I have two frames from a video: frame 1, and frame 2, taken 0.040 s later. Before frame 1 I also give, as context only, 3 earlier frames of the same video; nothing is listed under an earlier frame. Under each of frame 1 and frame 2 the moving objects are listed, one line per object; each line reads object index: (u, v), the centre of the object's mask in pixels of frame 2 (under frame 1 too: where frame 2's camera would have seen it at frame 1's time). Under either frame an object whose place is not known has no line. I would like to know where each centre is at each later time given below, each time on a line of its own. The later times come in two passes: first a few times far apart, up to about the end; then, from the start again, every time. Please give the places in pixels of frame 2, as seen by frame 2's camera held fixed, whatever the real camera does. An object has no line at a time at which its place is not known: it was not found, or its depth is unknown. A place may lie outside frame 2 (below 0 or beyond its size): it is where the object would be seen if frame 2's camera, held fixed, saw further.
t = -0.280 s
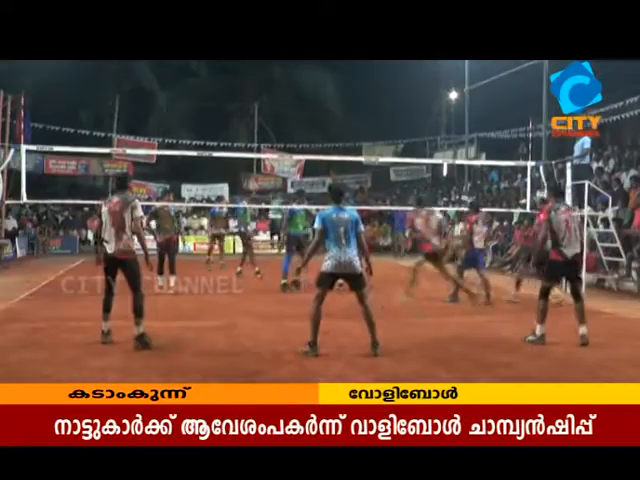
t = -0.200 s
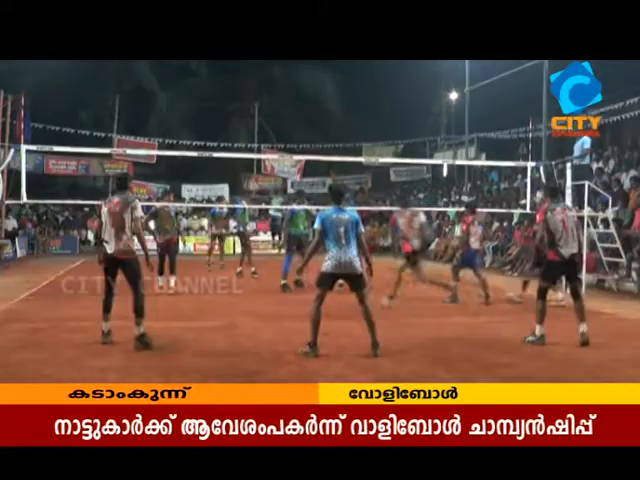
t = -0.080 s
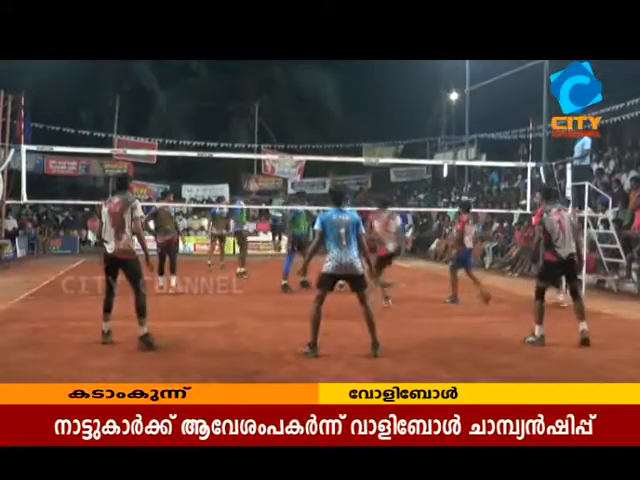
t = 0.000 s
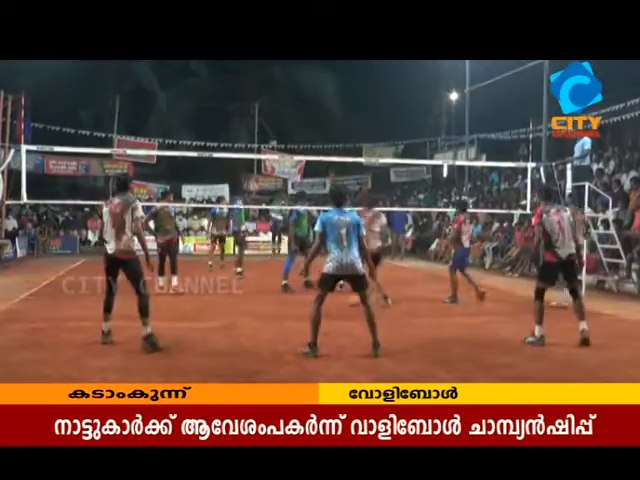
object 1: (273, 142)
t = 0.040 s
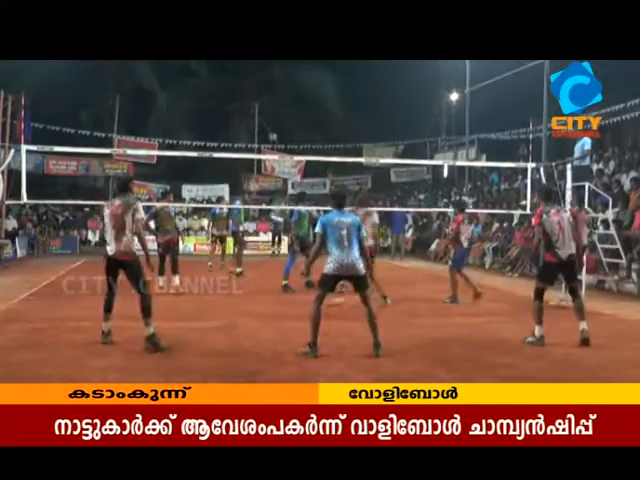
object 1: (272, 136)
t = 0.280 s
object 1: (272, 104)
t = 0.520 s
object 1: (274, 87)
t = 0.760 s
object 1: (282, 98)
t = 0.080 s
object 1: (272, 130)
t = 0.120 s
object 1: (272, 123)
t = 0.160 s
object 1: (272, 118)
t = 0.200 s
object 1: (272, 113)
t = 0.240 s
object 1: (272, 108)
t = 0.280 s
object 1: (272, 104)
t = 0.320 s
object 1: (272, 100)
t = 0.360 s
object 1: (272, 96)
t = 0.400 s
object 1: (273, 93)
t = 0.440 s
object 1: (273, 90)
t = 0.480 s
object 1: (274, 88)
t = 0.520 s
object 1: (274, 87)
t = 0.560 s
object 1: (275, 86)
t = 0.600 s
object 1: (276, 85)
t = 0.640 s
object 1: (277, 86)
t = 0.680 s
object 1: (278, 89)
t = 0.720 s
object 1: (280, 92)
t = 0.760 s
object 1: (282, 98)
